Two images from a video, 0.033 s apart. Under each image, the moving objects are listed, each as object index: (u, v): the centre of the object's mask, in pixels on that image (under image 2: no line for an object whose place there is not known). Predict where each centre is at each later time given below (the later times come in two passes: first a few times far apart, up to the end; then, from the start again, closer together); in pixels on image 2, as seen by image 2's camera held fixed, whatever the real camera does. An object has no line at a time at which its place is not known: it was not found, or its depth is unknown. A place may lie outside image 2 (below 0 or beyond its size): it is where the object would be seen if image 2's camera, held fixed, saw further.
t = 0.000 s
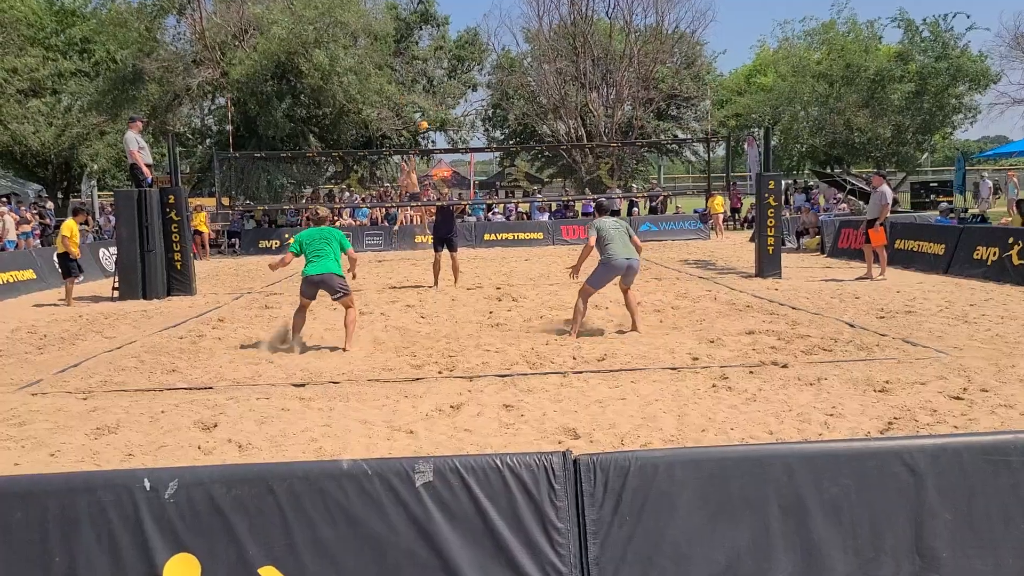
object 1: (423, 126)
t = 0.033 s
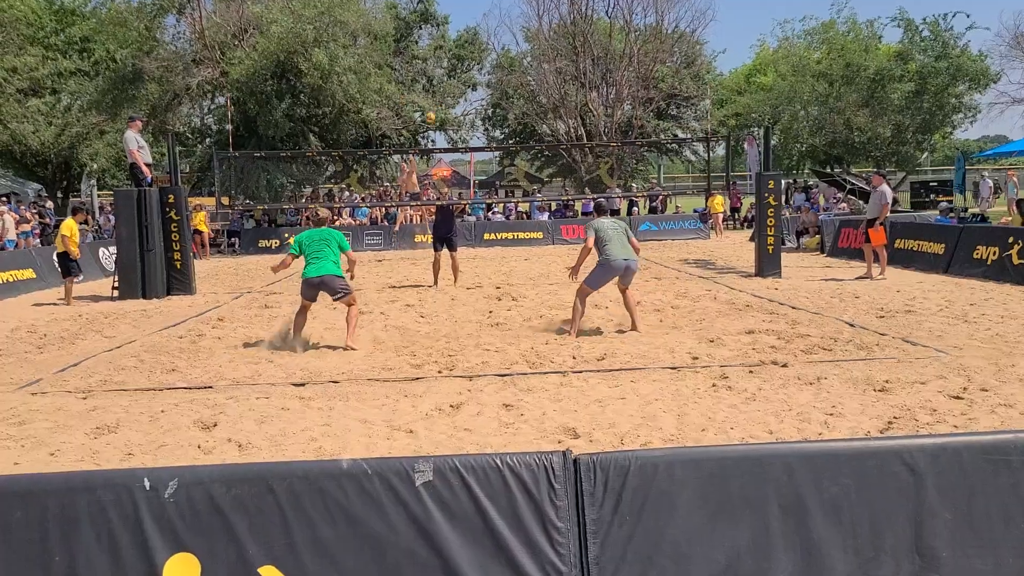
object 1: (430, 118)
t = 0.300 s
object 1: (502, 73)
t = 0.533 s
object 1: (589, 76)
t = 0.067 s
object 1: (439, 109)
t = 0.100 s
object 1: (447, 103)
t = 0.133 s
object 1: (455, 97)
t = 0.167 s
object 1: (464, 90)
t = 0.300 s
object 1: (502, 73)
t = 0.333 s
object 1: (513, 71)
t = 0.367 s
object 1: (524, 69)
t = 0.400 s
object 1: (536, 68)
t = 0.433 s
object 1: (548, 68)
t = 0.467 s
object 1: (561, 70)
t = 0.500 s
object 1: (575, 73)
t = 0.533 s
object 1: (589, 76)
